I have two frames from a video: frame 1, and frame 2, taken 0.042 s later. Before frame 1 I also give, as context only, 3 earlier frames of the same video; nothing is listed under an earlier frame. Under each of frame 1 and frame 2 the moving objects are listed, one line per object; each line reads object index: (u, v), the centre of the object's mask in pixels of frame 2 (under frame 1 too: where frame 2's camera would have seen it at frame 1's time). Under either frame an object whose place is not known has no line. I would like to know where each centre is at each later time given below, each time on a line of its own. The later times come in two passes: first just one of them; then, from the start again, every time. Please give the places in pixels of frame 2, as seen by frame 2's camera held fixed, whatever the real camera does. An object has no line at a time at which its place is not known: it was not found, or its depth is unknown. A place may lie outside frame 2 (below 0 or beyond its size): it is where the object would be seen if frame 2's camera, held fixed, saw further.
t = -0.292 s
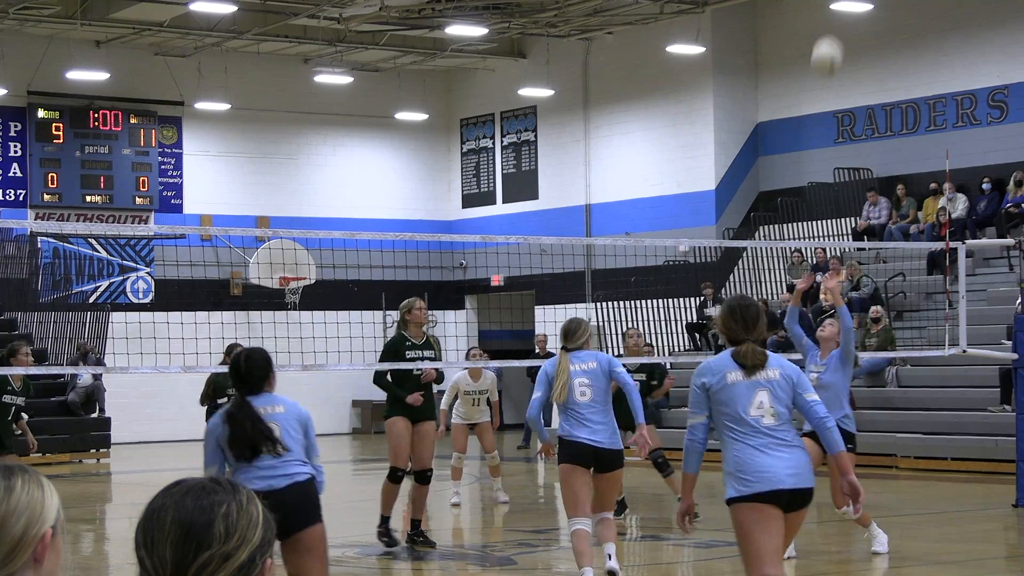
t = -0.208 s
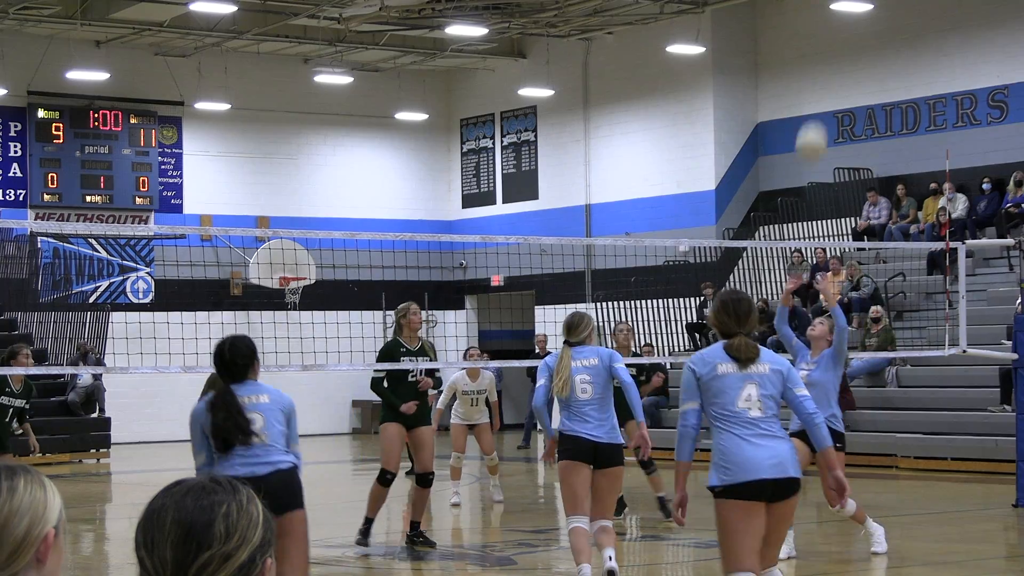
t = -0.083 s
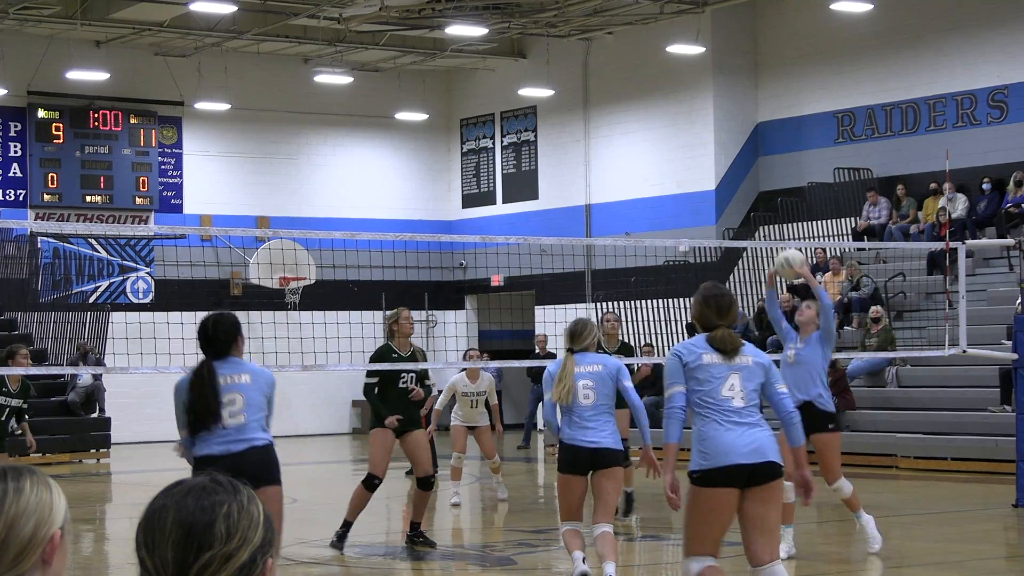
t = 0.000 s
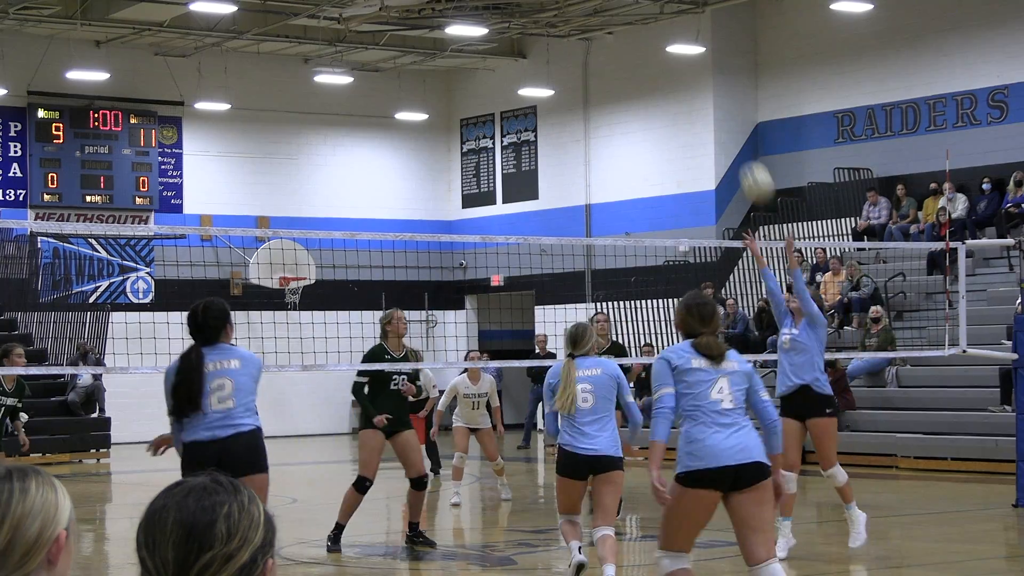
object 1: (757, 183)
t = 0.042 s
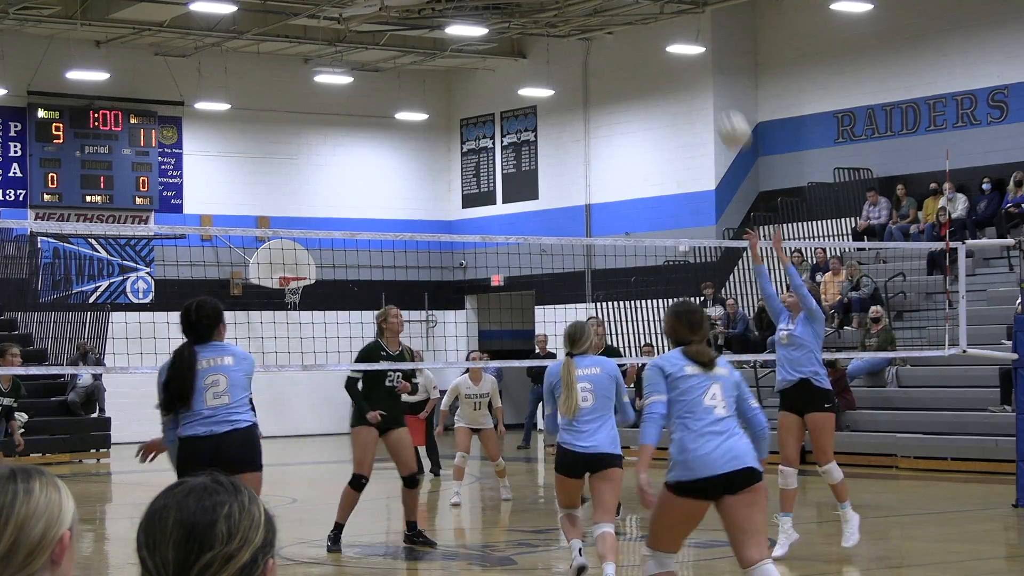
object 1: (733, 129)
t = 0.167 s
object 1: (681, 25)
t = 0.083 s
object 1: (718, 97)
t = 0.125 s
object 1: (699, 51)
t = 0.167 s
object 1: (681, 25)
